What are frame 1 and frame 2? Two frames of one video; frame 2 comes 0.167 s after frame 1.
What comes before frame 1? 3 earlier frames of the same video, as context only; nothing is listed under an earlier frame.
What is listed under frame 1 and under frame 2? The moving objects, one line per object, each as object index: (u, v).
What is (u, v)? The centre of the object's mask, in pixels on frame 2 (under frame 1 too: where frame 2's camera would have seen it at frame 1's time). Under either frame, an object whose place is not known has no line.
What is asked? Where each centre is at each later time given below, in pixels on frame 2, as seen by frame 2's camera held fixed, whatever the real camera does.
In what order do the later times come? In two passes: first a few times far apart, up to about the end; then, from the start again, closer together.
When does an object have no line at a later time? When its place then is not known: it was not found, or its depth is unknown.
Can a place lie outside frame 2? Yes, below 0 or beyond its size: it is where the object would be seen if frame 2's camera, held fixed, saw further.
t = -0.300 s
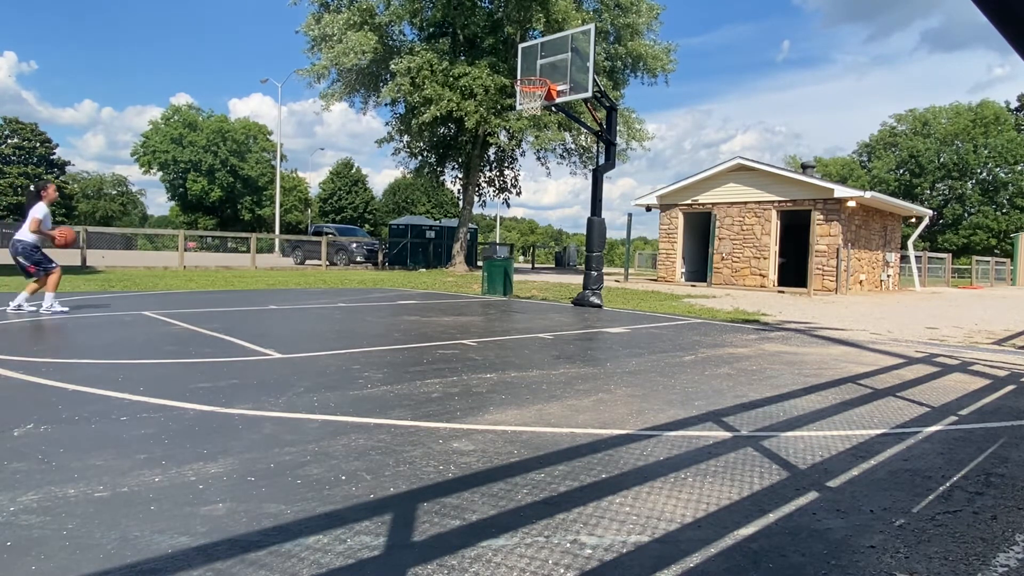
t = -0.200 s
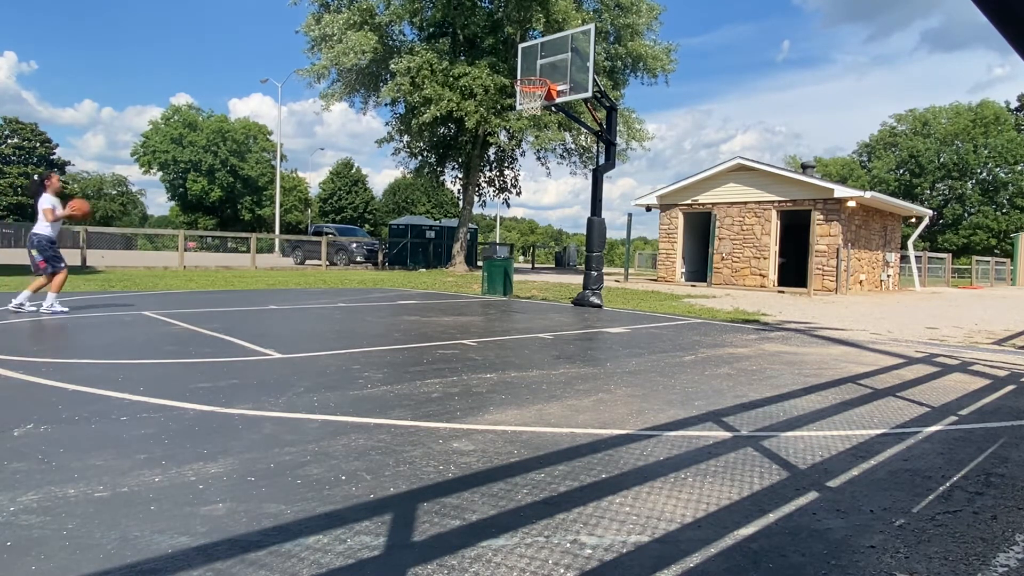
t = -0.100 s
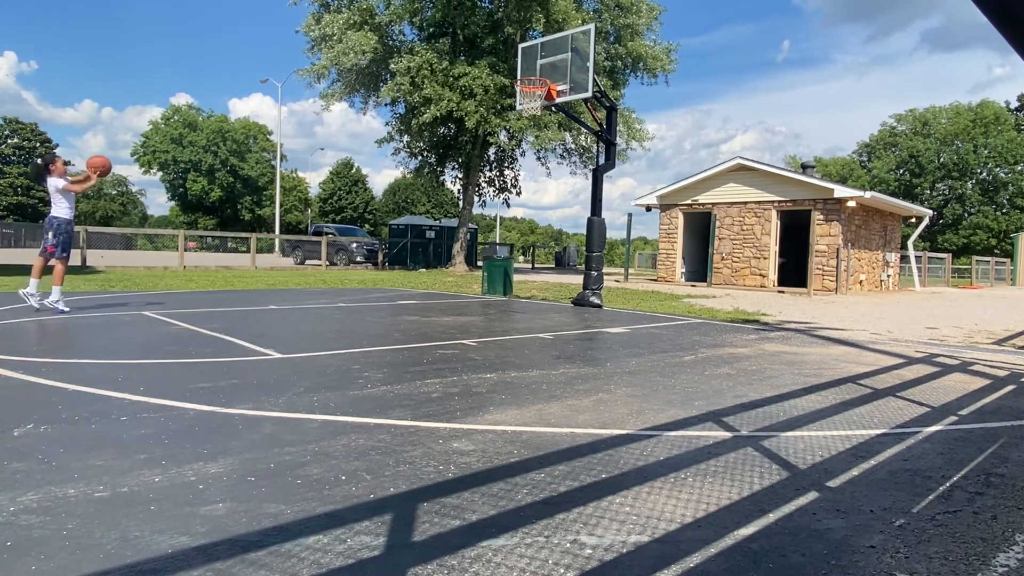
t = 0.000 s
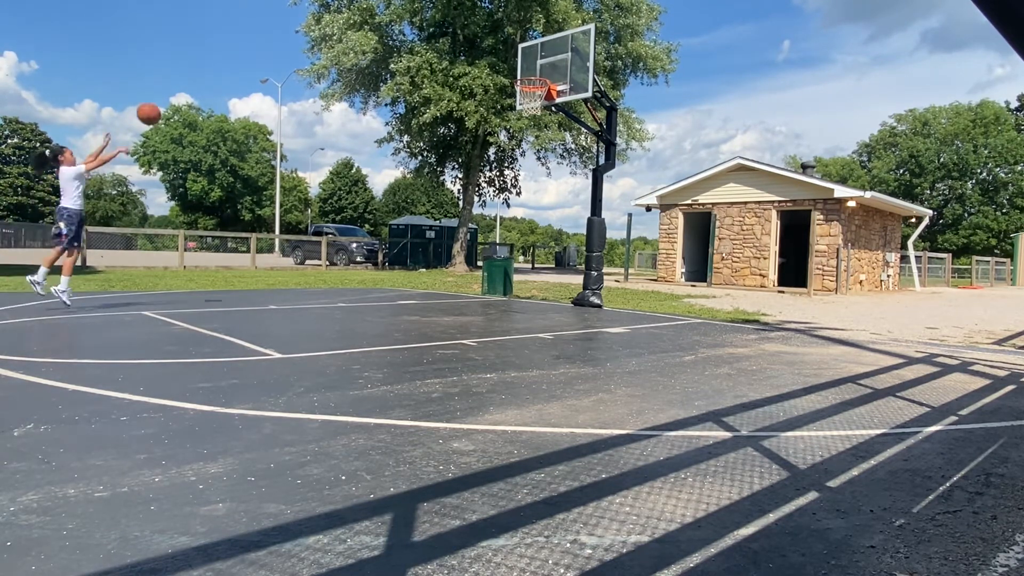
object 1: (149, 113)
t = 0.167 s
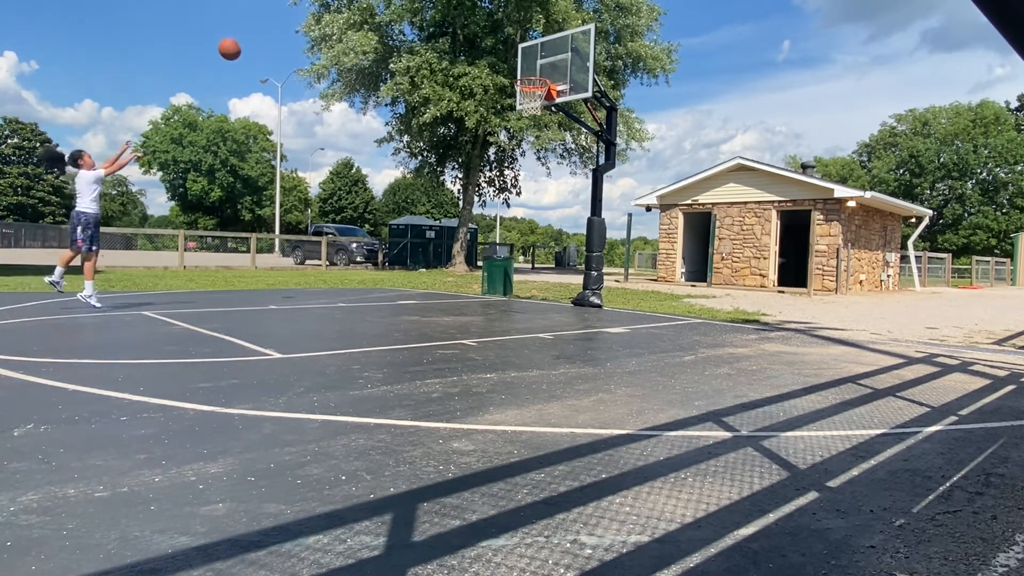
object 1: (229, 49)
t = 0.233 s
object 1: (260, 31)
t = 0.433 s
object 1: (346, 5)
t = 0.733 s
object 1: (459, 20)
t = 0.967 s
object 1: (534, 77)
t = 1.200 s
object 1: (523, 118)
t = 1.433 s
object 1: (496, 166)
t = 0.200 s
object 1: (245, 39)
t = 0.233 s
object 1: (260, 31)
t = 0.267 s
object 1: (275, 24)
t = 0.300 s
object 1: (290, 17)
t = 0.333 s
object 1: (304, 12)
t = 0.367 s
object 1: (318, 8)
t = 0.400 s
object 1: (332, 6)
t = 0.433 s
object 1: (346, 5)
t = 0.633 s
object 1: (423, 8)
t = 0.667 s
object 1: (436, 10)
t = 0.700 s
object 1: (447, 15)
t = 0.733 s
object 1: (459, 20)
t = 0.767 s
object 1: (470, 26)
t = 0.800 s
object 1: (481, 33)
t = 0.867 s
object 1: (503, 49)
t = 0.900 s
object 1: (514, 59)
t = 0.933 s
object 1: (524, 68)
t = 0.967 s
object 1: (534, 77)
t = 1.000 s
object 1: (545, 93)
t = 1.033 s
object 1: (545, 96)
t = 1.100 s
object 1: (535, 110)
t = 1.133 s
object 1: (532, 112)
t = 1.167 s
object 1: (528, 115)
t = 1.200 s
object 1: (523, 118)
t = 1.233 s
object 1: (520, 123)
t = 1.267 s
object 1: (516, 128)
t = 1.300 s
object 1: (512, 134)
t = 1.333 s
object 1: (508, 141)
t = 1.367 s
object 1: (504, 148)
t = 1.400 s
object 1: (500, 156)
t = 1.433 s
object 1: (496, 166)
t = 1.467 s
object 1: (492, 176)
